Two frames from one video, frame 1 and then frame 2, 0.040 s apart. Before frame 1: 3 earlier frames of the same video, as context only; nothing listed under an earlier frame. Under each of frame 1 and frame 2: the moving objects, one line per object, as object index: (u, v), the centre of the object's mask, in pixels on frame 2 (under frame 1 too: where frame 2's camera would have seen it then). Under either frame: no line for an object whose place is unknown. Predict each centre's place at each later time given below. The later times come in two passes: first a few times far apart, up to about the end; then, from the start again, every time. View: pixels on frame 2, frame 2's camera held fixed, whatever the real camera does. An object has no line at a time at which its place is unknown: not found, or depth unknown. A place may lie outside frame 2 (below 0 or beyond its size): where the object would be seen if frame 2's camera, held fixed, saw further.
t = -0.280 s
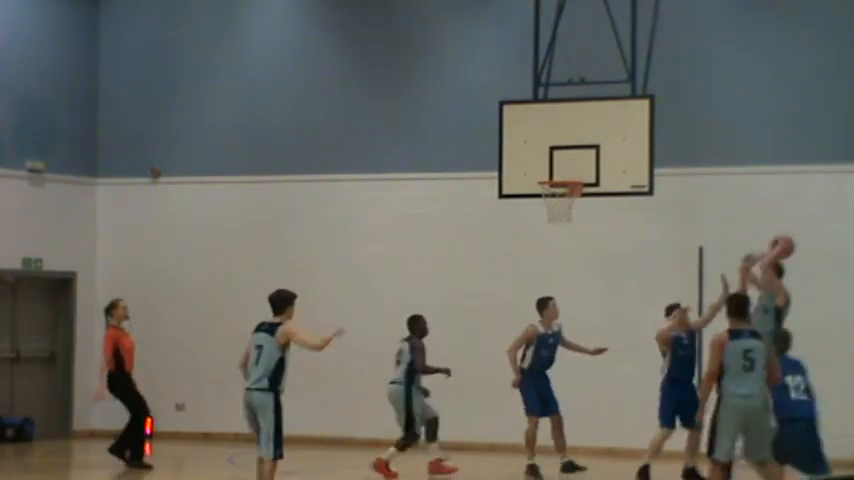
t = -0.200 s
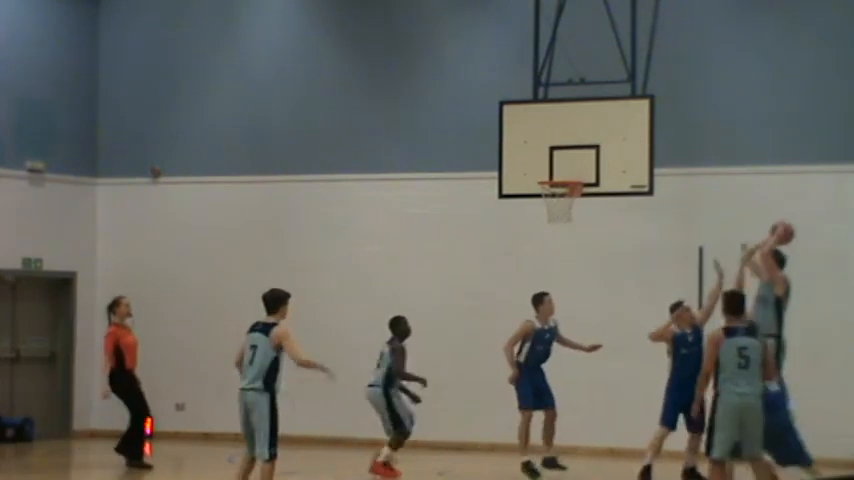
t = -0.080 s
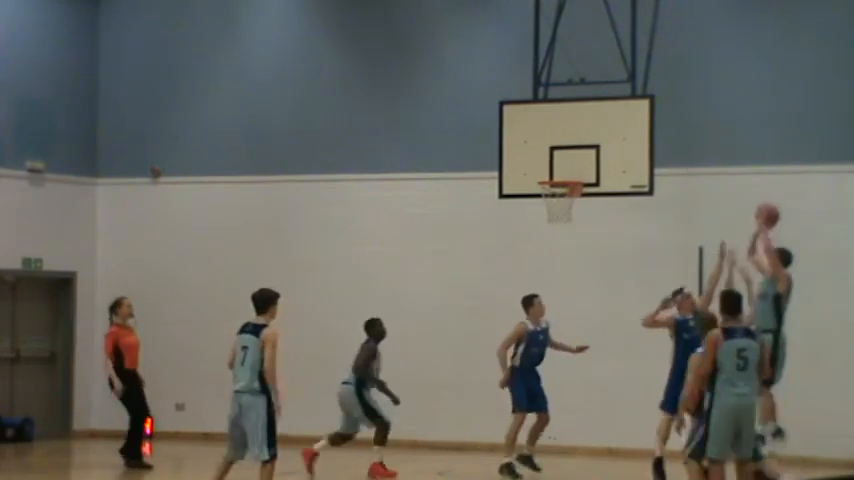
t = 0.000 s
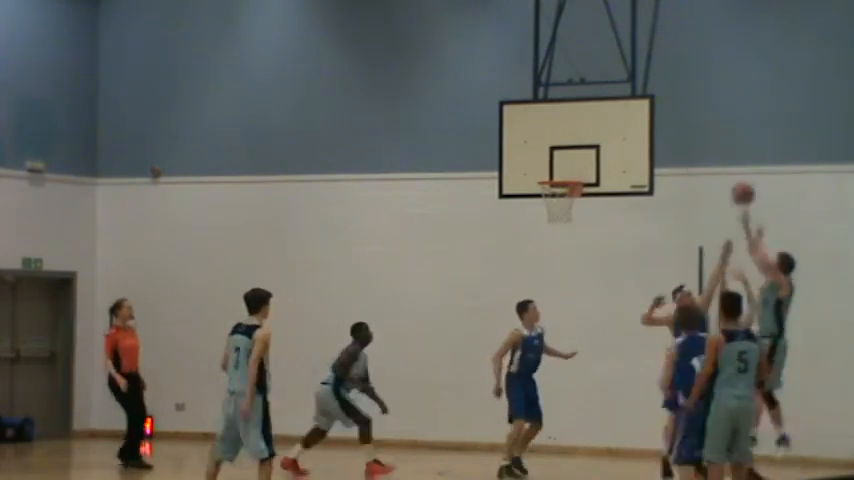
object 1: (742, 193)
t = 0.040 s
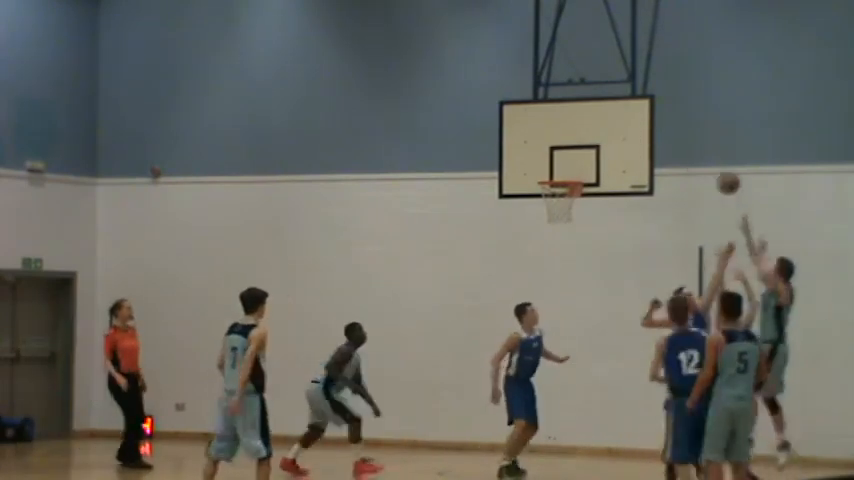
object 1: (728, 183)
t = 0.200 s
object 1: (672, 155)
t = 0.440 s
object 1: (591, 163)
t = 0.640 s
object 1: (542, 162)
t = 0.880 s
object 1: (494, 180)
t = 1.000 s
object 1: (470, 210)
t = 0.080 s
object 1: (714, 172)
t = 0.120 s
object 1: (700, 166)
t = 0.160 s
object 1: (685, 159)
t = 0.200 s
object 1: (672, 155)
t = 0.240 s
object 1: (657, 152)
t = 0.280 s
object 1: (644, 152)
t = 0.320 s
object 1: (631, 152)
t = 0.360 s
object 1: (618, 154)
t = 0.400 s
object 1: (605, 157)
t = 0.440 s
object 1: (591, 163)
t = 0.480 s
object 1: (578, 167)
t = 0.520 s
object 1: (567, 172)
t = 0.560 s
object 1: (559, 167)
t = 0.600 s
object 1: (550, 164)
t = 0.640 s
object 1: (542, 162)
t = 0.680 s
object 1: (534, 161)
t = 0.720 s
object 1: (526, 162)
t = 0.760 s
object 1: (518, 164)
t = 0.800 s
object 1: (510, 168)
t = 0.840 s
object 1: (503, 174)
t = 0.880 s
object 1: (494, 180)
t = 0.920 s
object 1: (486, 188)
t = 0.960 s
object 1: (478, 198)
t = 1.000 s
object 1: (470, 210)
